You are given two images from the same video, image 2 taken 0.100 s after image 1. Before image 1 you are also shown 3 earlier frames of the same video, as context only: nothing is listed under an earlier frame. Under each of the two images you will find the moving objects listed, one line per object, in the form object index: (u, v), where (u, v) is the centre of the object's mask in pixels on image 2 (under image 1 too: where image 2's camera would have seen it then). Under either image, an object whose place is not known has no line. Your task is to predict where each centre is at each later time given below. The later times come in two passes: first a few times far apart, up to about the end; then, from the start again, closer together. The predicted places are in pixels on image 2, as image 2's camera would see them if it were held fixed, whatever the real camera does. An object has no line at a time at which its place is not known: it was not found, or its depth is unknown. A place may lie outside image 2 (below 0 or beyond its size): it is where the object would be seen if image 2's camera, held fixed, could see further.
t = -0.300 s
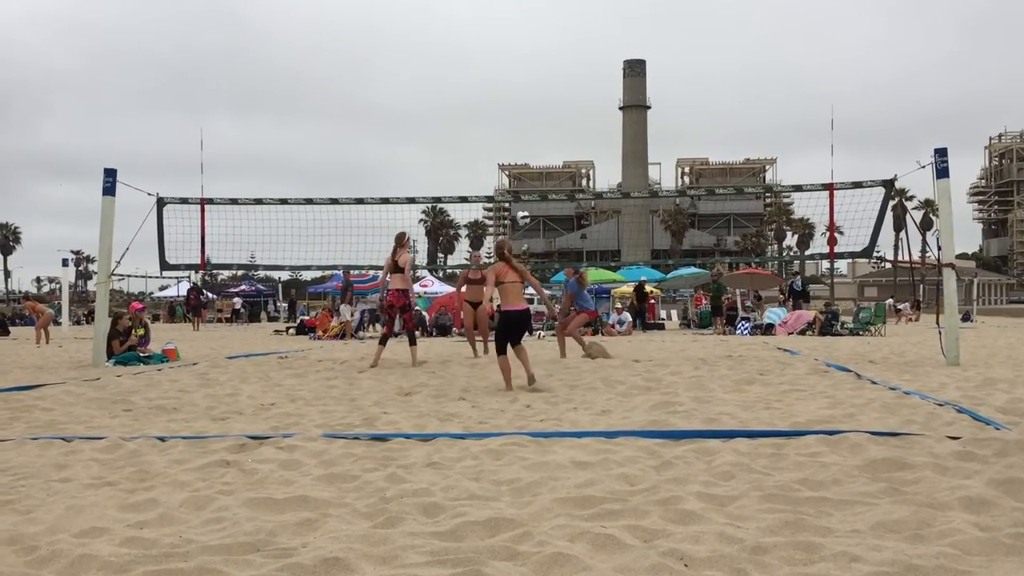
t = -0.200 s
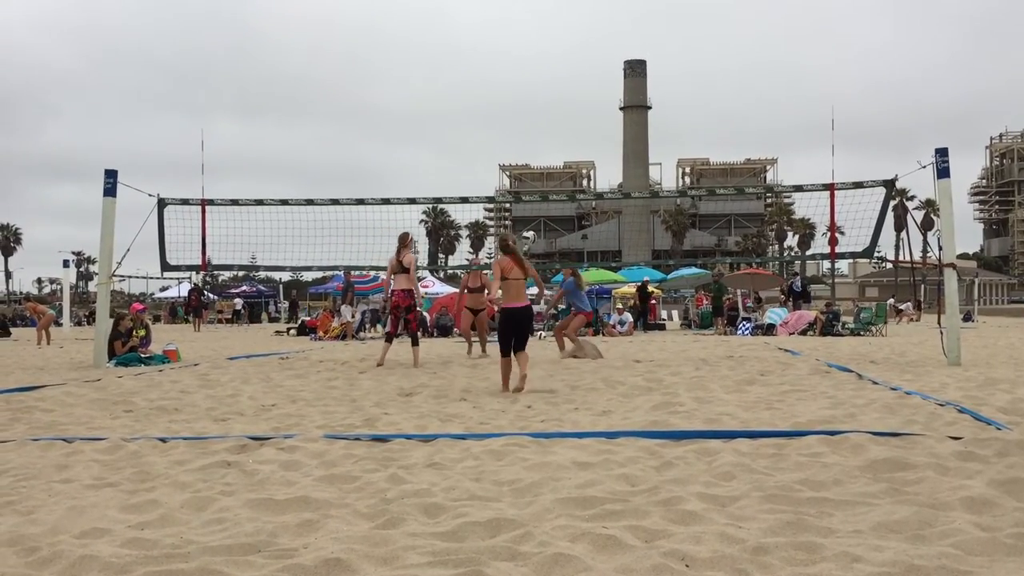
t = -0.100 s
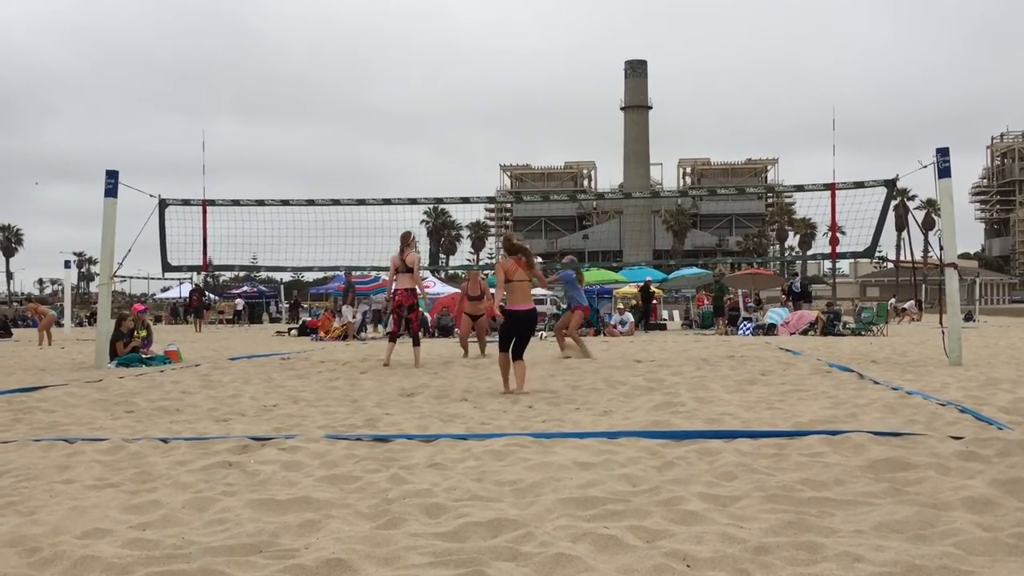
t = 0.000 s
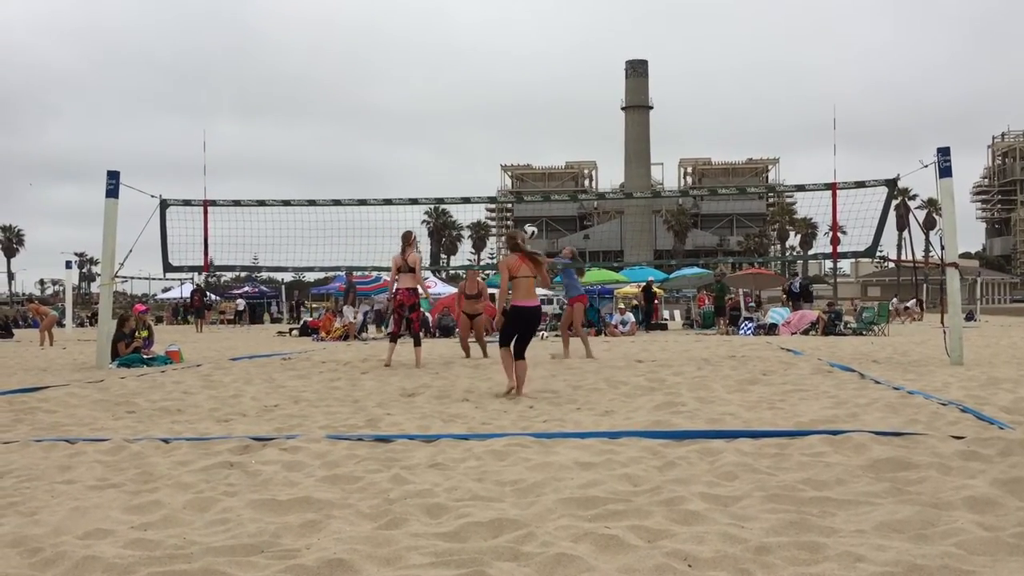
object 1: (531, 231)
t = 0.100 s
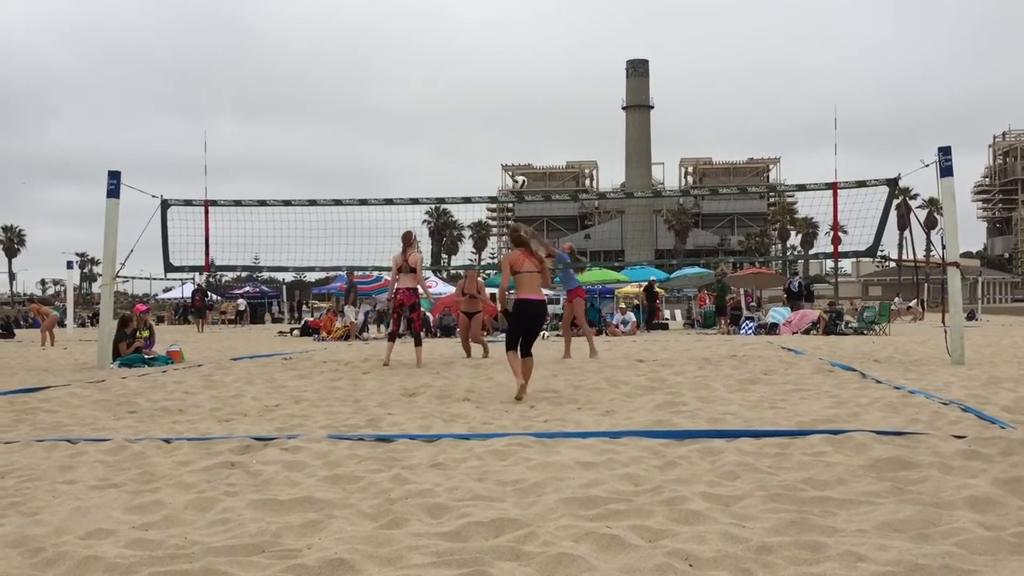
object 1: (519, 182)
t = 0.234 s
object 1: (504, 129)
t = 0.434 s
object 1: (483, 75)
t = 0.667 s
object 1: (460, 49)
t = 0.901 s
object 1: (440, 60)
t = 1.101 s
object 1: (425, 99)
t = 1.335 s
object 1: (410, 177)
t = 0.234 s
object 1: (504, 129)
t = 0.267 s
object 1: (500, 119)
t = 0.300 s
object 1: (497, 108)
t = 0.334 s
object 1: (493, 99)
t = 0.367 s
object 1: (489, 90)
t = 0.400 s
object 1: (486, 82)
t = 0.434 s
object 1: (483, 75)
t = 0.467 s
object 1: (479, 69)
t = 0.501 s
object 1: (476, 64)
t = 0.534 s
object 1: (473, 59)
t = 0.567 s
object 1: (469, 56)
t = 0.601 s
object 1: (466, 53)
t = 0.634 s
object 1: (463, 50)
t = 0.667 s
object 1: (460, 49)
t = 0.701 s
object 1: (457, 48)
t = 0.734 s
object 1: (454, 48)
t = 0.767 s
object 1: (451, 49)
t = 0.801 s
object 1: (448, 50)
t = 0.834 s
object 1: (445, 53)
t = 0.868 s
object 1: (443, 56)
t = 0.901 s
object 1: (440, 60)
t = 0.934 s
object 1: (437, 65)
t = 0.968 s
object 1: (435, 71)
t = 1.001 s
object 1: (432, 77)
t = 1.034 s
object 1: (430, 84)
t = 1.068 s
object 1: (427, 91)
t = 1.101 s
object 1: (425, 99)
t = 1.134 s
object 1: (423, 108)
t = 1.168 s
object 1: (420, 118)
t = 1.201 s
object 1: (418, 128)
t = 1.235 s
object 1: (416, 139)
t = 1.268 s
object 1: (414, 152)
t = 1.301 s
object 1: (412, 164)
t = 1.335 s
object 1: (410, 177)
